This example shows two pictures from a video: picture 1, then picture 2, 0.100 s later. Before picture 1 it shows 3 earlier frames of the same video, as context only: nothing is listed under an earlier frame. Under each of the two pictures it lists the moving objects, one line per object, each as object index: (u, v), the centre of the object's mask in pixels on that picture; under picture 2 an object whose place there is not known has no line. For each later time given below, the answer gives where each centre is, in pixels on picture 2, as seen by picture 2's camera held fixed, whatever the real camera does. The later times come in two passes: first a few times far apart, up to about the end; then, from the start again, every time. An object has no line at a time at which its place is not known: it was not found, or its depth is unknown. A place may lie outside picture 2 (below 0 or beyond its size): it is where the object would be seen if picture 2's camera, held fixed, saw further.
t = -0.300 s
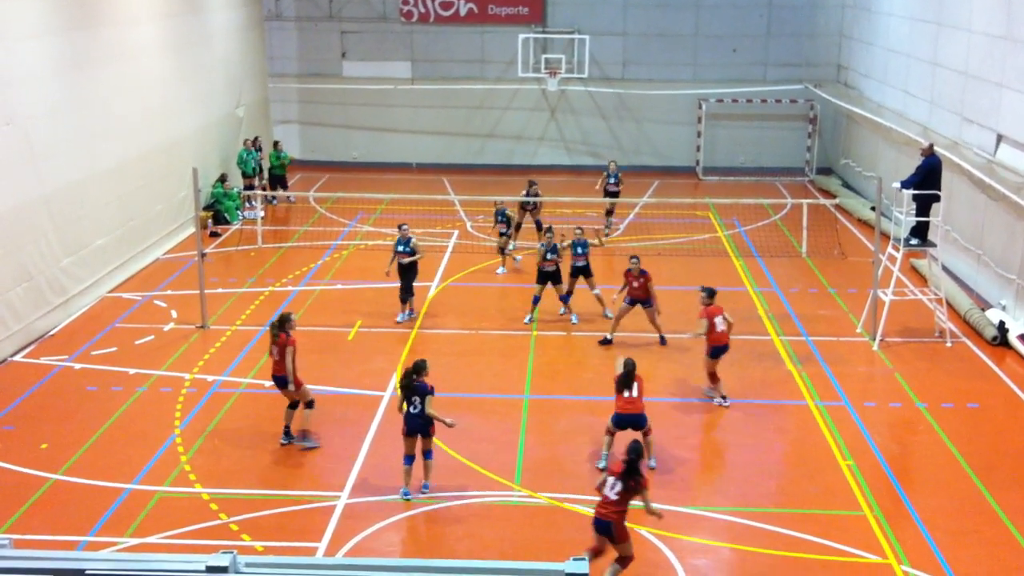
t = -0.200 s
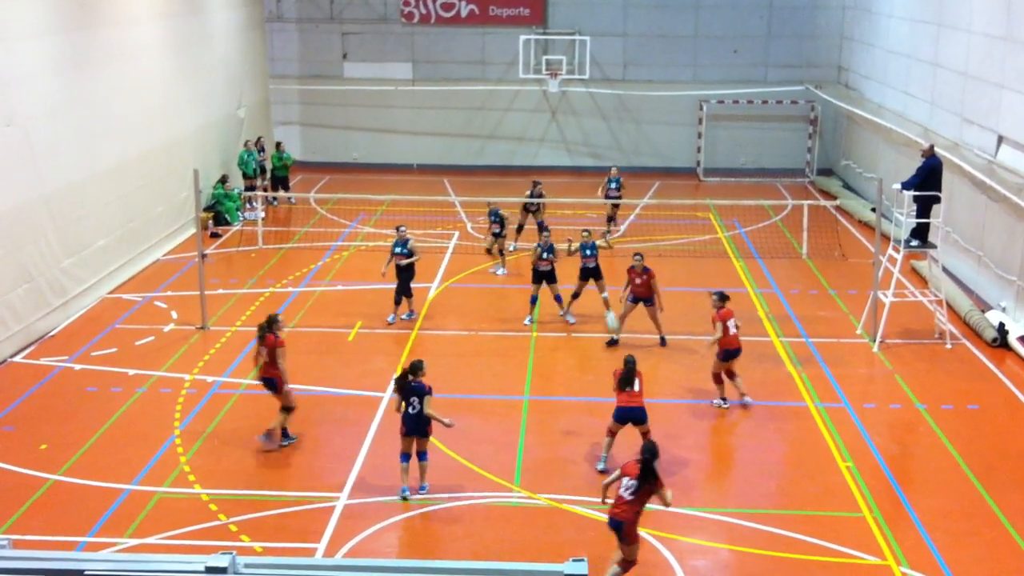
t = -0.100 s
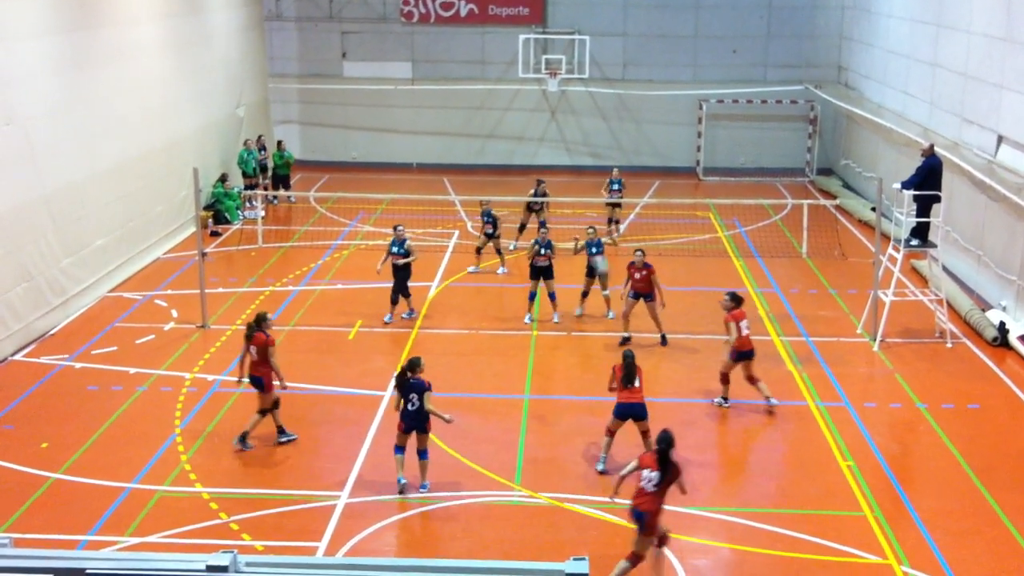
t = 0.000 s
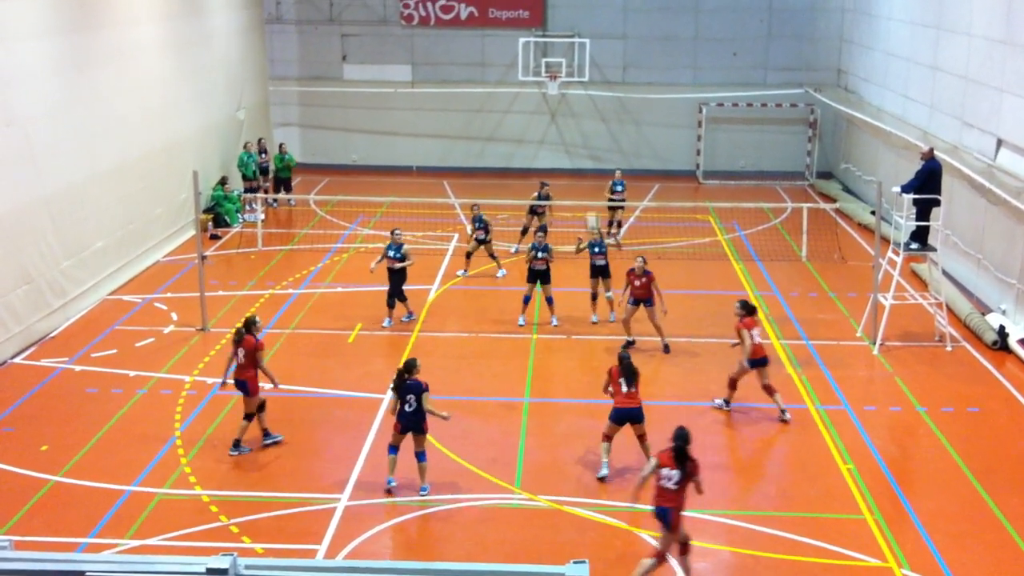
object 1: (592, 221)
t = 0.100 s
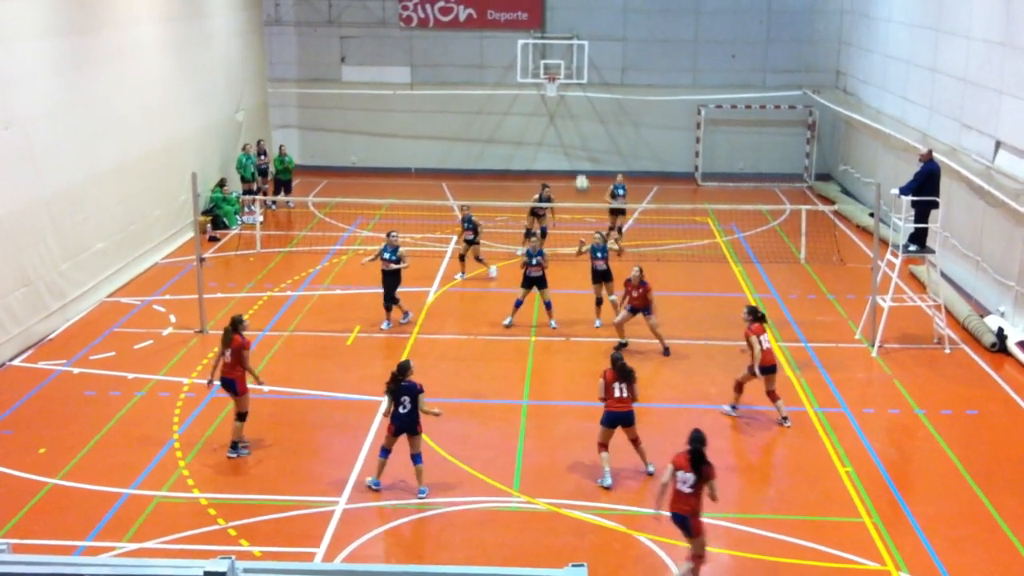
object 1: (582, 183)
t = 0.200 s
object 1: (572, 153)
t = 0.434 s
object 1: (551, 109)
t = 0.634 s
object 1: (534, 103)
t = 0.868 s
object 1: (514, 131)
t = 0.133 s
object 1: (579, 172)
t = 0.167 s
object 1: (575, 162)
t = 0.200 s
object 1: (572, 153)
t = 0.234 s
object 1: (568, 143)
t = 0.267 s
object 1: (566, 136)
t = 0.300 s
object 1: (563, 129)
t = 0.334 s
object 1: (560, 122)
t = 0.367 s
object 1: (557, 117)
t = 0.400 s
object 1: (554, 113)
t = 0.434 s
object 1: (551, 109)
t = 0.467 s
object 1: (548, 105)
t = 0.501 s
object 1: (545, 104)
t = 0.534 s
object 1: (543, 102)
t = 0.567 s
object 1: (539, 102)
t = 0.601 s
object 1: (537, 102)
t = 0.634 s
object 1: (534, 103)
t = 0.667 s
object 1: (531, 106)
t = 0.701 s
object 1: (529, 107)
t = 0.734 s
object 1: (525, 111)
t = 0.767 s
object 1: (522, 115)
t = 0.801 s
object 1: (520, 120)
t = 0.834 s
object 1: (517, 125)
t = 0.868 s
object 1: (514, 131)
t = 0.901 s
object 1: (511, 138)
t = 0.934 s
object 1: (509, 146)
